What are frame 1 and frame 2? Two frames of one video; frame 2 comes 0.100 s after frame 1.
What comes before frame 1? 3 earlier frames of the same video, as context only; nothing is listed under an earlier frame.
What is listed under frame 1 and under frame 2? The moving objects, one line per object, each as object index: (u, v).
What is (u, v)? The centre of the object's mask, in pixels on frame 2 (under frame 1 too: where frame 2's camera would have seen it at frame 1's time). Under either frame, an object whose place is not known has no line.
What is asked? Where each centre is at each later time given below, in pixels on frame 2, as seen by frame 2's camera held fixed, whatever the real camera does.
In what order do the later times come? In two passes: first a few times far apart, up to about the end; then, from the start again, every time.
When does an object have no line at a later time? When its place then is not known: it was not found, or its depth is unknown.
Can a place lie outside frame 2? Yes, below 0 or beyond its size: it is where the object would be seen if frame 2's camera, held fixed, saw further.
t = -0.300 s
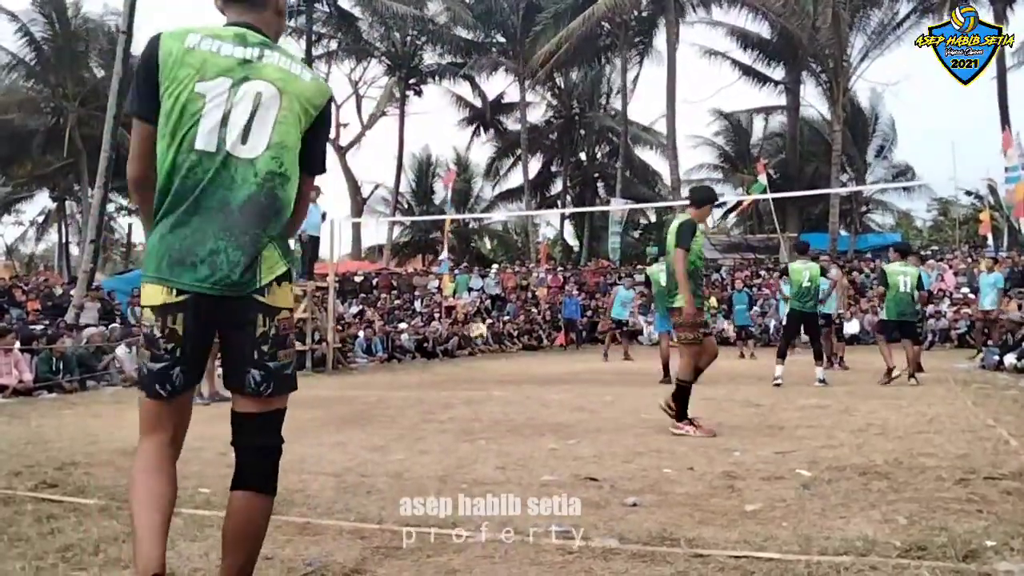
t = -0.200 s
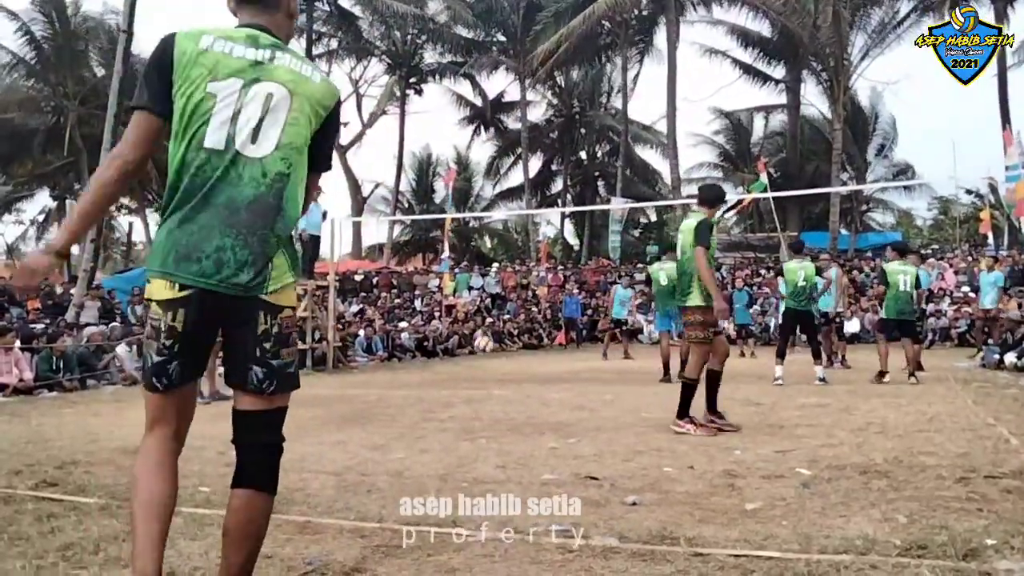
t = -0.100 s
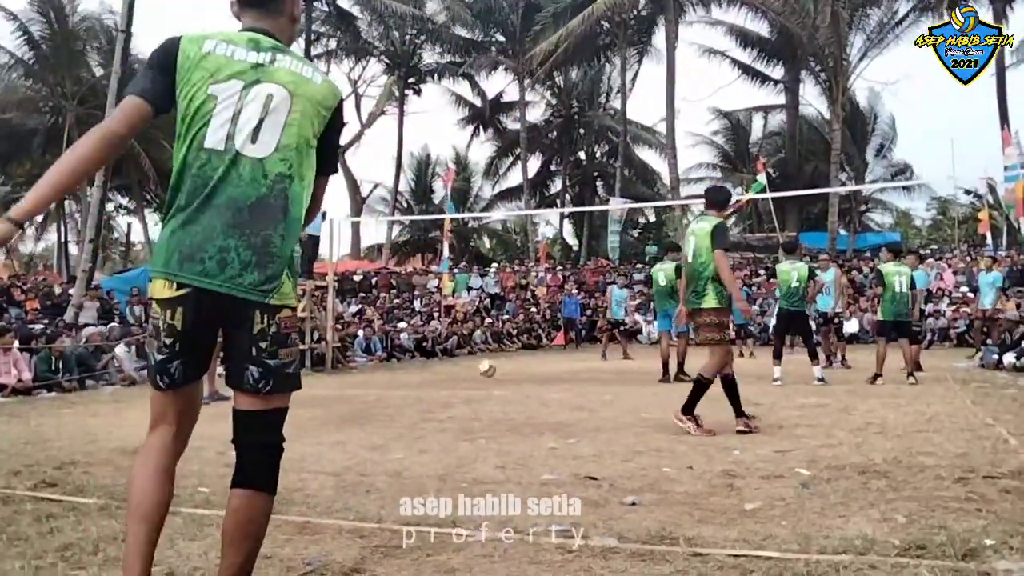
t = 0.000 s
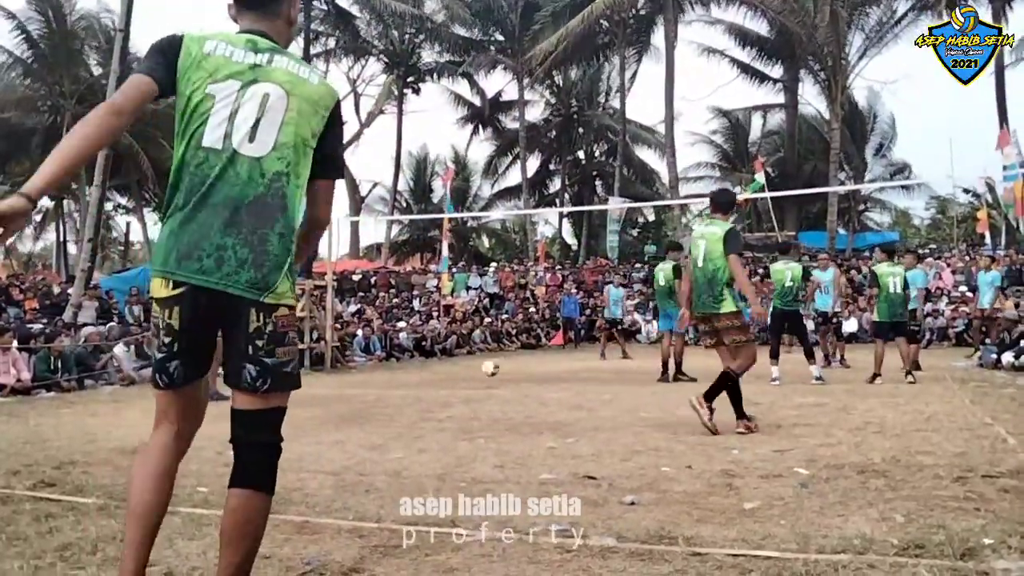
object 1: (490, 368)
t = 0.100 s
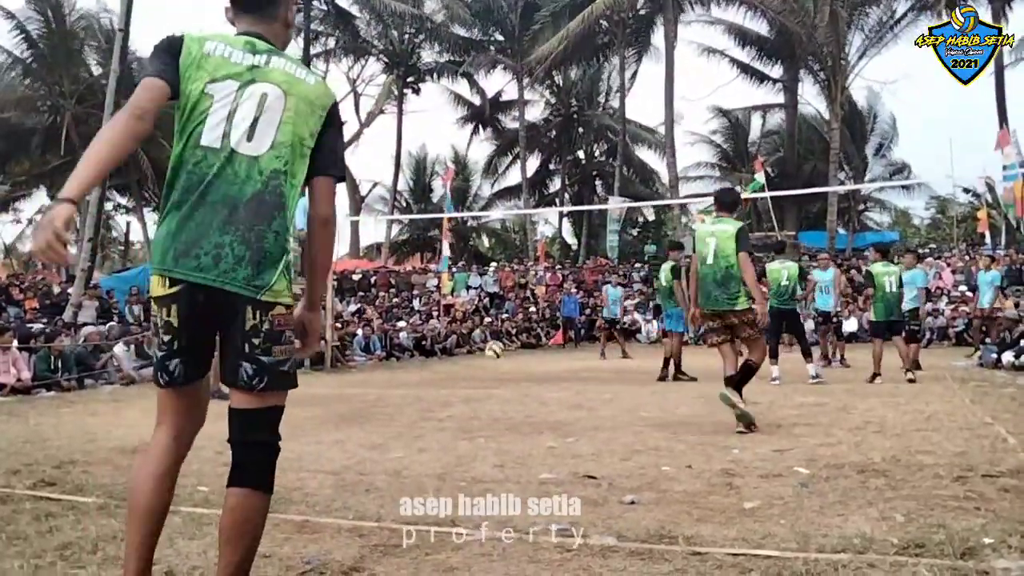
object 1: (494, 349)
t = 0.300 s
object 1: (502, 339)
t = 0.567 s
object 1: (515, 381)
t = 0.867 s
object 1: (526, 376)
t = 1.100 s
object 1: (539, 381)
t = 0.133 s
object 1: (495, 345)
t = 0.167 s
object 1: (496, 343)
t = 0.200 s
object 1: (499, 339)
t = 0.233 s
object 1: (500, 340)
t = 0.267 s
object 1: (501, 340)
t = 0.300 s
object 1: (502, 339)
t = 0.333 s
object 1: (503, 340)
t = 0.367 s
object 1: (505, 343)
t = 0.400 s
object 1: (506, 346)
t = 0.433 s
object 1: (508, 352)
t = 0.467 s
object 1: (510, 357)
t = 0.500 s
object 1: (512, 364)
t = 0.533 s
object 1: (513, 372)
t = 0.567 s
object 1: (515, 381)
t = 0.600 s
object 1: (517, 380)
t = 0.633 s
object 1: (518, 376)
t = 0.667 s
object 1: (519, 372)
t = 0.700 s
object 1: (519, 370)
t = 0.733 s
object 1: (521, 369)
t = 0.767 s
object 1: (522, 370)
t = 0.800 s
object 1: (523, 371)
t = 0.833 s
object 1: (524, 373)
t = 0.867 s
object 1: (526, 376)
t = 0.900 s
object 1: (528, 380)
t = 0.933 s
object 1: (529, 385)
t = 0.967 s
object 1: (531, 390)
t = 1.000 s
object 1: (534, 386)
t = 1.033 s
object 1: (535, 383)
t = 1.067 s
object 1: (537, 382)
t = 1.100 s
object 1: (539, 381)
